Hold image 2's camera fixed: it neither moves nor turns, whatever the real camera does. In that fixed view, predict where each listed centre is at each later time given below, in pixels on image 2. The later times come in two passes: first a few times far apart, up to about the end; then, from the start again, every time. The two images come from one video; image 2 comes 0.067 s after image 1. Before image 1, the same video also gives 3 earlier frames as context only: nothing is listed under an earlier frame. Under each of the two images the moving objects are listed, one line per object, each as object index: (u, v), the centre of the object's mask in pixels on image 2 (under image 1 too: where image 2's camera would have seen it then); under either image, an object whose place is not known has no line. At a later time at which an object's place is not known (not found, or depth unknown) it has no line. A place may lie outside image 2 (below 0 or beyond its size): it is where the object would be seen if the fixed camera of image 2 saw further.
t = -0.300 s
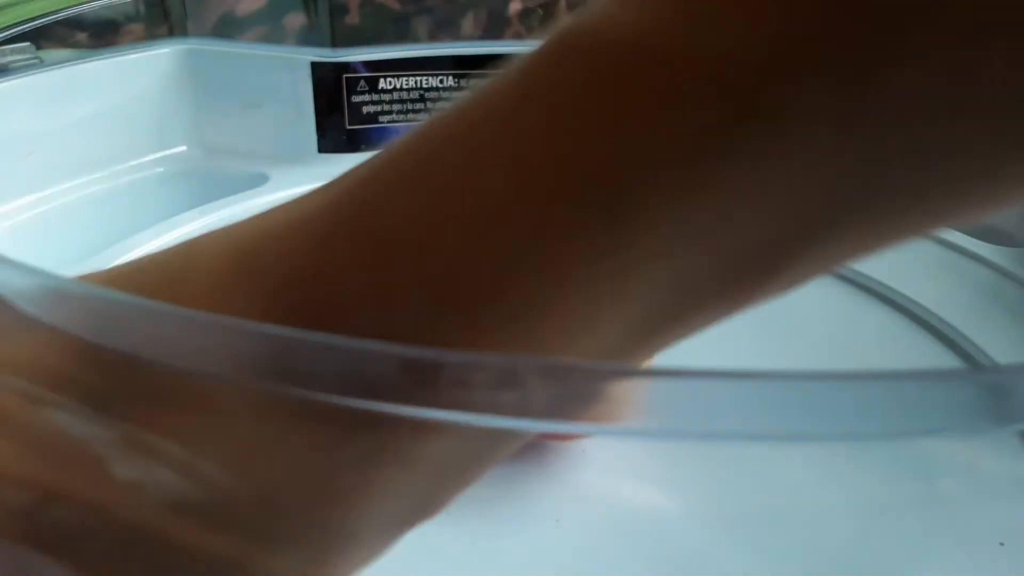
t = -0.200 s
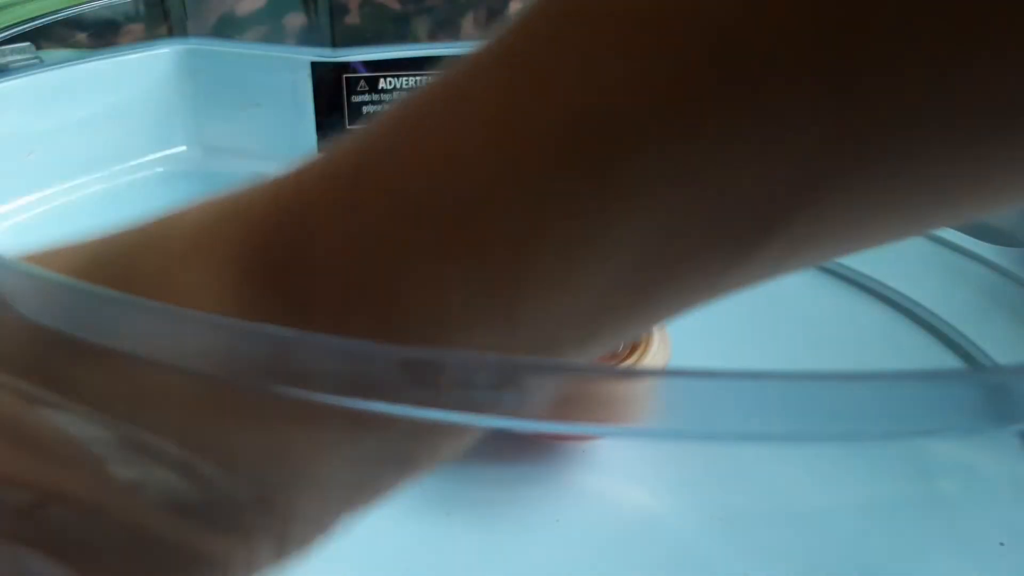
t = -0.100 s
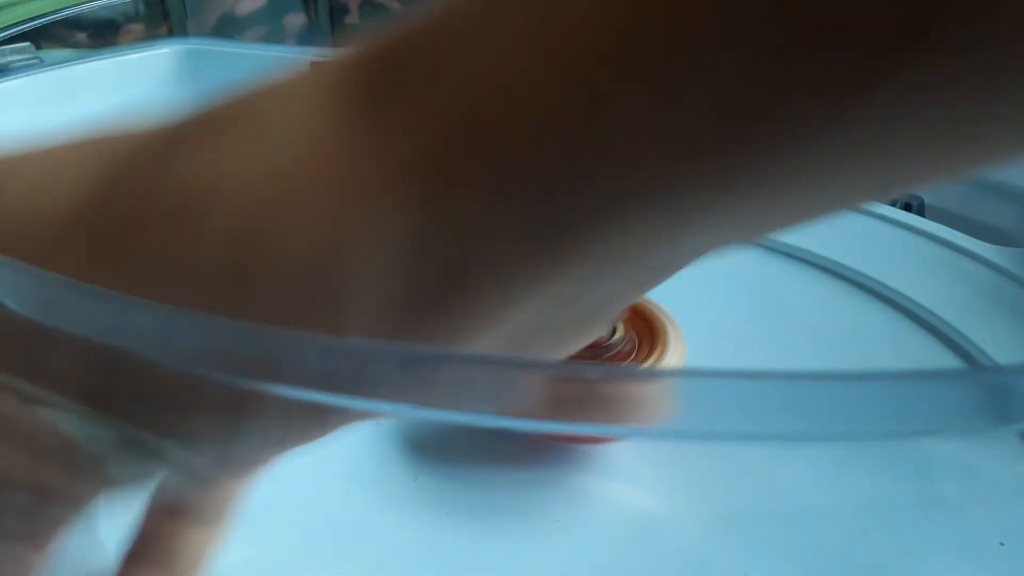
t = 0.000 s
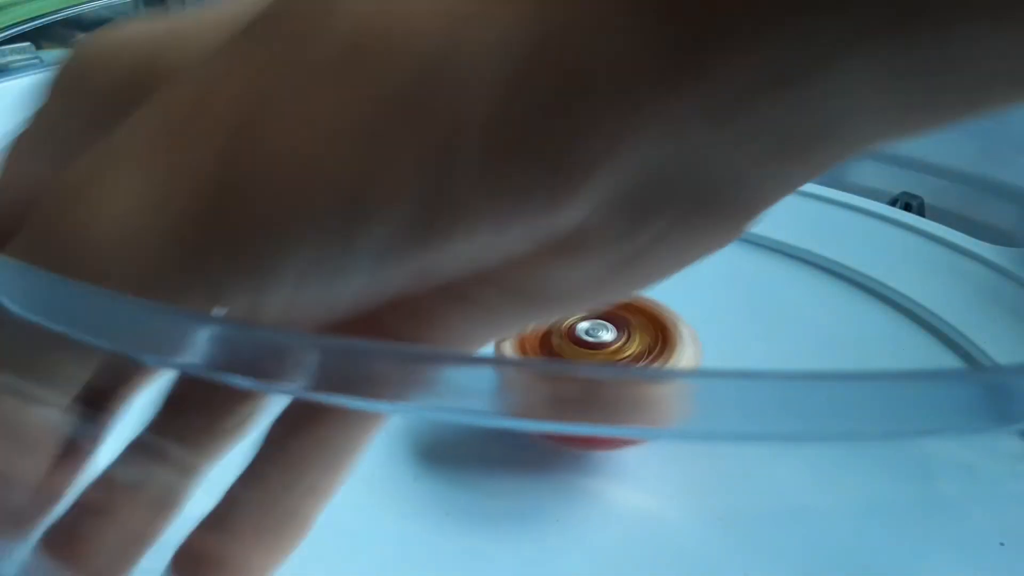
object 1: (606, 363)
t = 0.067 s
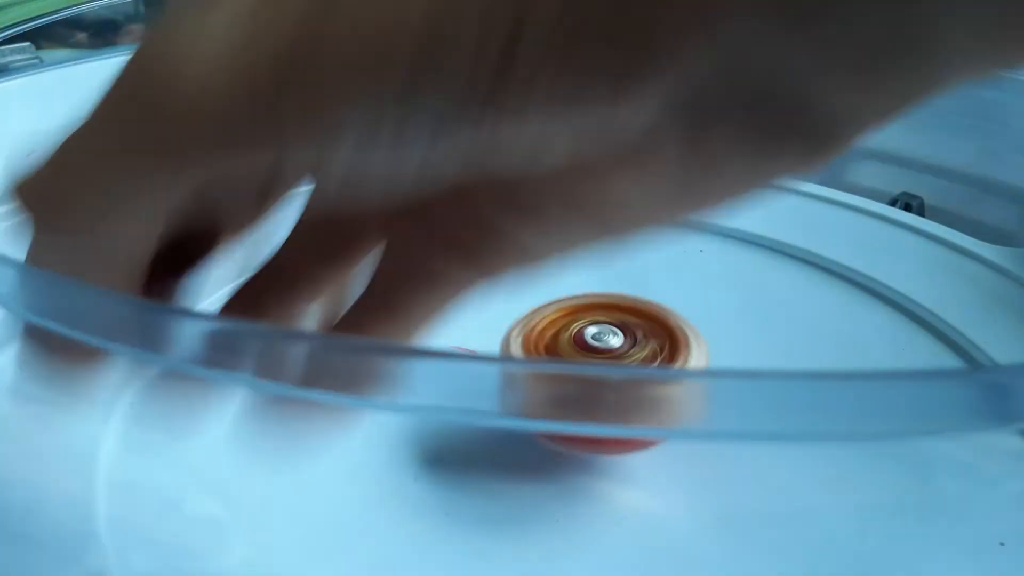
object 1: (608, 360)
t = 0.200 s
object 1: (611, 384)
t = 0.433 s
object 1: (605, 407)
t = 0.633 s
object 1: (578, 411)
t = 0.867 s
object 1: (550, 393)
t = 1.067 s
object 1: (546, 358)
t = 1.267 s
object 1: (557, 355)
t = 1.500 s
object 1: (582, 354)
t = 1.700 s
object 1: (601, 359)
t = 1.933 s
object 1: (608, 387)
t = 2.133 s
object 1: (598, 401)
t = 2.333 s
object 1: (575, 403)
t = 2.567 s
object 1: (552, 391)
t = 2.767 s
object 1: (548, 357)
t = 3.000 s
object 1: (555, 357)
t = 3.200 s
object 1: (572, 356)
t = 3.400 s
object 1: (590, 361)
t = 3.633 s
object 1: (605, 363)
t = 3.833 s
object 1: (598, 392)
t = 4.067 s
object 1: (581, 395)
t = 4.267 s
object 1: (562, 388)
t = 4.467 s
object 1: (557, 359)
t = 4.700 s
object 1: (563, 358)
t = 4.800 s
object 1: (567, 358)
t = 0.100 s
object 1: (609, 362)
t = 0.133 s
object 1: (609, 361)
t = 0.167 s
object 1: (611, 364)
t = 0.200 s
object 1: (611, 384)
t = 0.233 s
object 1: (612, 389)
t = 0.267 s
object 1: (613, 393)
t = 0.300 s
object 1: (611, 396)
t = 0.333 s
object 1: (612, 399)
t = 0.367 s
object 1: (610, 402)
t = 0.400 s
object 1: (607, 405)
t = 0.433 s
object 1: (605, 407)
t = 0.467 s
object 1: (600, 409)
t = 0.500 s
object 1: (597, 411)
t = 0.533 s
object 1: (593, 411)
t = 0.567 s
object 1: (587, 411)
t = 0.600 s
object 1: (586, 435)
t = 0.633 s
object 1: (578, 411)
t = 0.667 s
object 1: (578, 434)
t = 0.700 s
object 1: (568, 408)
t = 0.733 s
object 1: (564, 405)
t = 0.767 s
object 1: (560, 403)
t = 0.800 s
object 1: (556, 399)
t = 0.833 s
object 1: (553, 397)
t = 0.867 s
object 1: (550, 393)
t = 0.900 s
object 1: (548, 390)
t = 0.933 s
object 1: (545, 387)
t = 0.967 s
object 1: (544, 383)
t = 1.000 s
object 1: (543, 380)
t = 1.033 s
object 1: (544, 377)
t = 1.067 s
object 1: (546, 358)
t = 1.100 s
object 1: (546, 357)
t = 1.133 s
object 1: (548, 358)
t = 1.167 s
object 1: (549, 357)
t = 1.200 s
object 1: (552, 357)
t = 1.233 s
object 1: (553, 356)
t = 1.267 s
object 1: (557, 355)
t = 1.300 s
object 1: (558, 354)
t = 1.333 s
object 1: (562, 354)
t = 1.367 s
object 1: (564, 353)
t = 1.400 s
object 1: (570, 353)
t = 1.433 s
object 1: (573, 353)
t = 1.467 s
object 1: (576, 353)
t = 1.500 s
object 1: (582, 354)
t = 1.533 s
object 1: (583, 354)
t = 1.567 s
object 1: (588, 356)
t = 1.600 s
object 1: (590, 356)
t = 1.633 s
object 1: (594, 358)
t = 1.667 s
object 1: (597, 359)
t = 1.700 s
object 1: (601, 359)
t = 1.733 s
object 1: (601, 362)
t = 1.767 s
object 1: (604, 359)
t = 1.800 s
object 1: (606, 363)
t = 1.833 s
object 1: (609, 361)
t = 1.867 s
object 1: (609, 363)
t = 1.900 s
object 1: (608, 384)
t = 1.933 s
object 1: (608, 387)
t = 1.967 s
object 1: (607, 390)
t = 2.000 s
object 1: (607, 393)
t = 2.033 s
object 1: (605, 395)
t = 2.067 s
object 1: (603, 397)
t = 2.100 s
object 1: (600, 399)
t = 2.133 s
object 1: (598, 401)
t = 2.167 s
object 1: (593, 403)
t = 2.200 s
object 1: (590, 403)
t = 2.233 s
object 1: (586, 404)
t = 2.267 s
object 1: (583, 404)
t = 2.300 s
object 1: (579, 404)
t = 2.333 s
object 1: (575, 403)
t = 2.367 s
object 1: (571, 402)
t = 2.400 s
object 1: (566, 401)
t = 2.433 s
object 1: (563, 399)
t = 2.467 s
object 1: (560, 397)
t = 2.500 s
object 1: (556, 396)
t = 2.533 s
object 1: (554, 393)
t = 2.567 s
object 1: (552, 391)
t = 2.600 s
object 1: (550, 388)
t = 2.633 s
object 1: (548, 385)
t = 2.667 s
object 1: (546, 381)
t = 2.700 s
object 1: (546, 380)
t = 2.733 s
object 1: (545, 377)
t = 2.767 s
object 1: (548, 357)
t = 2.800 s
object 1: (549, 358)
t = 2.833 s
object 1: (549, 357)
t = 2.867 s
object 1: (550, 358)
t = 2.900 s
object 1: (551, 356)
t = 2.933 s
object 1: (552, 357)
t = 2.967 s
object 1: (554, 357)
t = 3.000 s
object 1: (555, 357)
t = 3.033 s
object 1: (559, 356)
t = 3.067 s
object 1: (560, 356)
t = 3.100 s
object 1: (564, 355)
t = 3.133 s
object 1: (566, 356)
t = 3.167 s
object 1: (569, 355)
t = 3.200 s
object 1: (572, 356)
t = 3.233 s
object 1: (574, 356)
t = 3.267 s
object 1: (577, 357)
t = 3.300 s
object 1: (580, 357)
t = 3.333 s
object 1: (583, 358)
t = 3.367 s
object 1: (586, 357)
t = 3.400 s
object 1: (590, 361)
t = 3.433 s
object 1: (592, 359)
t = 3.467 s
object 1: (597, 362)
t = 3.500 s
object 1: (597, 362)
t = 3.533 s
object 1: (600, 363)
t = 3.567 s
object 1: (602, 362)
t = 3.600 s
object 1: (604, 362)
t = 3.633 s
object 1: (605, 363)
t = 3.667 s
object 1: (602, 383)
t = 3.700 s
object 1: (602, 385)
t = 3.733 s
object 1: (602, 388)
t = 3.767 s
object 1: (600, 389)
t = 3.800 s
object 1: (600, 391)
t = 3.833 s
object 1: (598, 392)
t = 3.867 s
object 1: (596, 393)
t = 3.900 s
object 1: (593, 394)
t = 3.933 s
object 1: (590, 395)
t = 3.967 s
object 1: (587, 395)
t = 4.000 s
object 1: (586, 396)
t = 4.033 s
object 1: (582, 395)
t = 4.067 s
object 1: (581, 395)
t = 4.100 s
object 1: (575, 394)
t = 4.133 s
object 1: (573, 393)
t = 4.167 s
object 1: (570, 392)
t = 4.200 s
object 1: (567, 391)
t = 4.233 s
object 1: (564, 389)
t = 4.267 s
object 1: (562, 388)
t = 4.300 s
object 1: (559, 386)
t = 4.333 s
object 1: (558, 384)
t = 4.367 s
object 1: (556, 382)
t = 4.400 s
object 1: (556, 381)
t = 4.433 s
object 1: (556, 358)
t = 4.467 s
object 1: (557, 359)
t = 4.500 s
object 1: (557, 358)
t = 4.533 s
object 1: (558, 360)
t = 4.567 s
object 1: (556, 358)
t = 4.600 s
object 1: (558, 359)
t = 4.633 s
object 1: (558, 358)
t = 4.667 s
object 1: (559, 359)
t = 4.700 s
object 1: (563, 358)
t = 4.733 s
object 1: (564, 359)
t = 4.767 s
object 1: (566, 357)
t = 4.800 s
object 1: (567, 358)
